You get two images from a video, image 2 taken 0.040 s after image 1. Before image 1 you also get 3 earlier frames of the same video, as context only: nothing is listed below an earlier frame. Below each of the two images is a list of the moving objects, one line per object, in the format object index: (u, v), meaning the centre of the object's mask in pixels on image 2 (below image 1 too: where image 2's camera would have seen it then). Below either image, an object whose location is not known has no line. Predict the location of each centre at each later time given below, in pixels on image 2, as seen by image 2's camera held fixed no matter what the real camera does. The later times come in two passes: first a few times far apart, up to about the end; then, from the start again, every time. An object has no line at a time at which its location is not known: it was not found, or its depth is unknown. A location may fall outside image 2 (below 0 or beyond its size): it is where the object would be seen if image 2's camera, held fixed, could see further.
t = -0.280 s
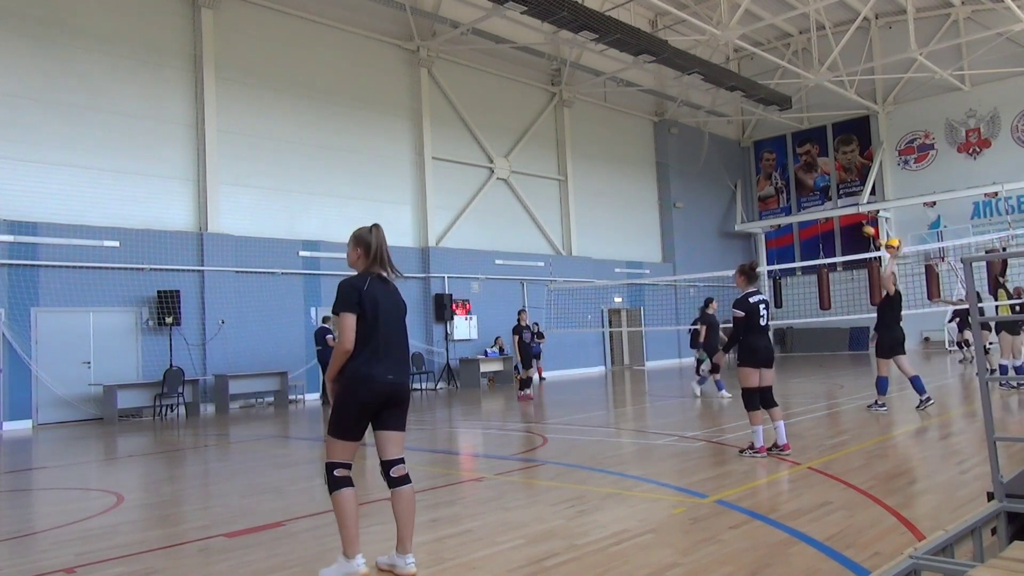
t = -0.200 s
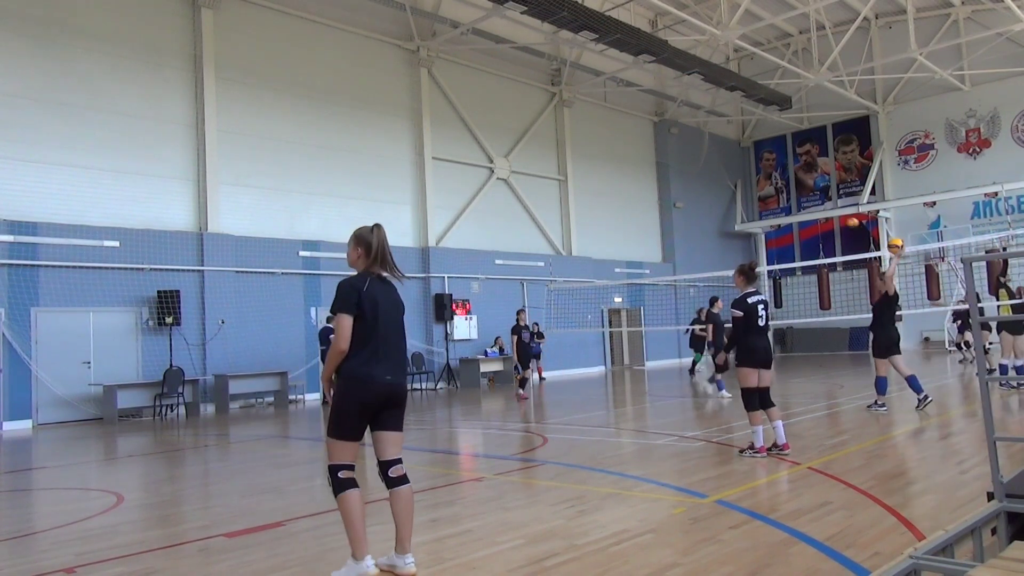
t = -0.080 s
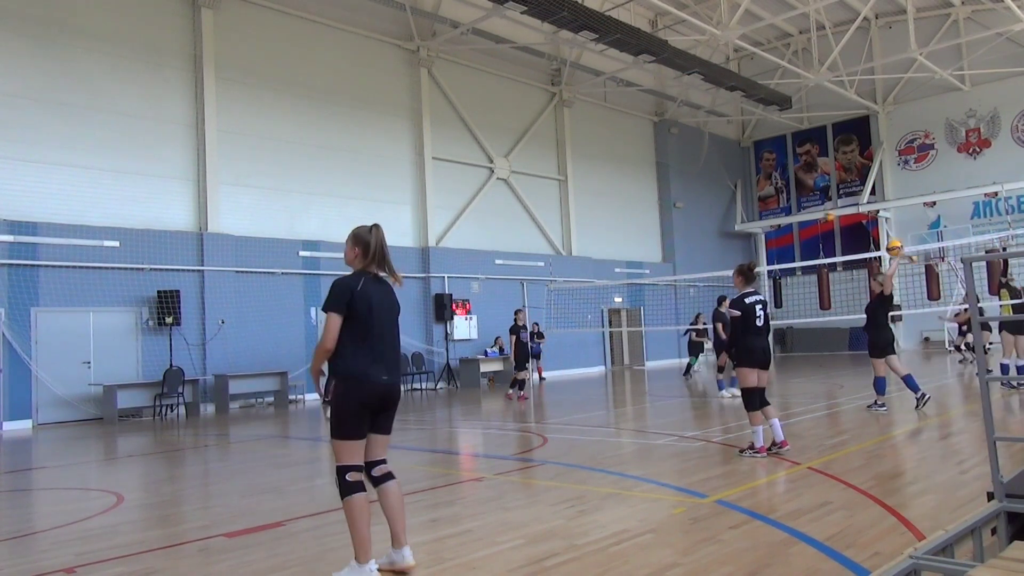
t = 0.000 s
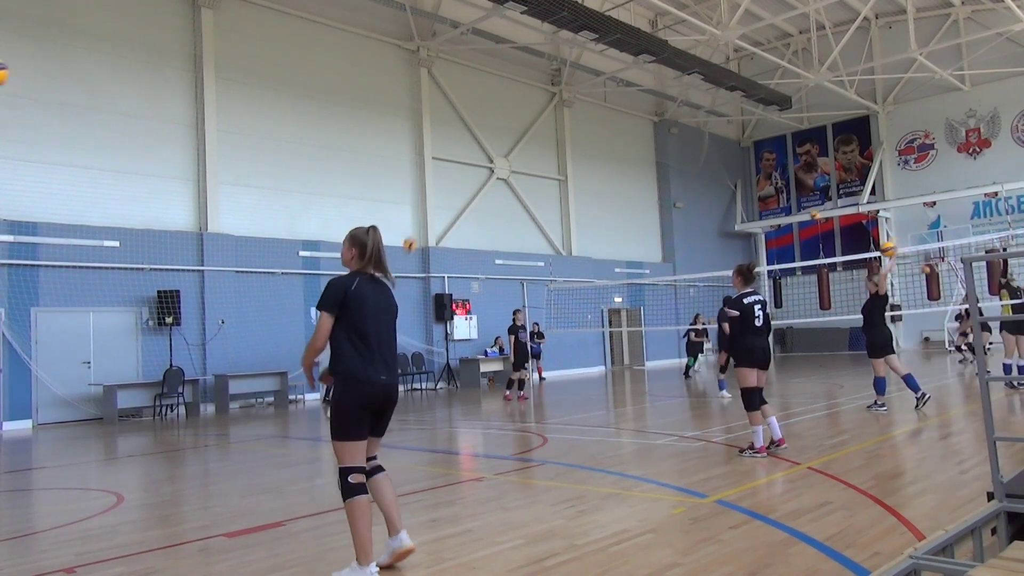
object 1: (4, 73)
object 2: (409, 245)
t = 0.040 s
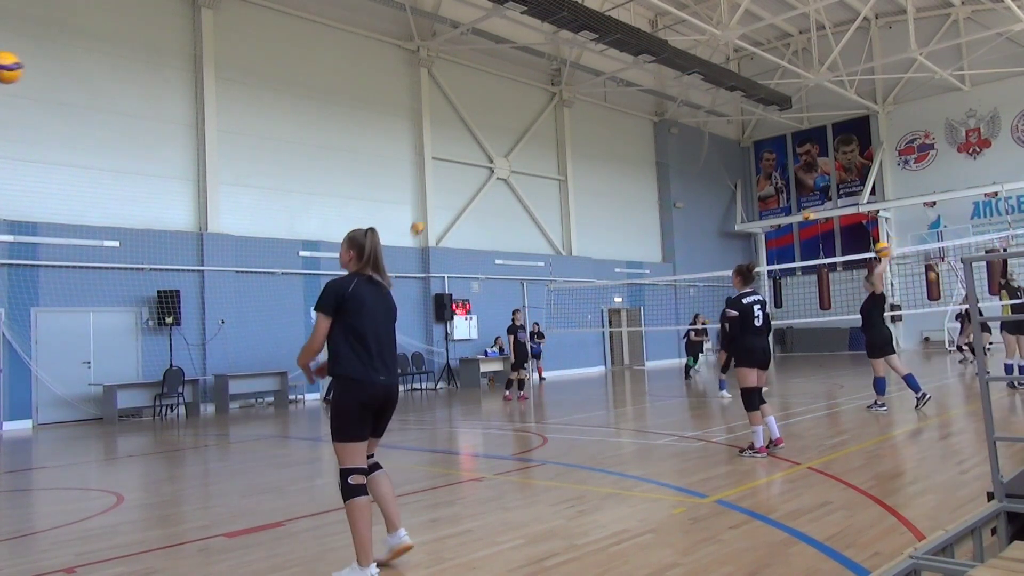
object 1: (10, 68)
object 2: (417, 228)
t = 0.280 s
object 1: (94, 95)
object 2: (462, 153)
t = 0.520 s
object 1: (190, 216)
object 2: (512, 110)
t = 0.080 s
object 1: (19, 66)
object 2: (424, 214)
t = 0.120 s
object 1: (33, 67)
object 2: (431, 199)
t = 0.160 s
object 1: (48, 70)
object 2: (438, 187)
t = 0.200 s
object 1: (63, 76)
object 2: (446, 174)
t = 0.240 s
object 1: (78, 84)
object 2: (453, 163)
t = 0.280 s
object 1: (94, 95)
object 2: (462, 153)
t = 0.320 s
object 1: (109, 107)
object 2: (470, 142)
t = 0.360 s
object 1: (125, 123)
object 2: (478, 135)
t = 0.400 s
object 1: (141, 142)
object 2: (486, 127)
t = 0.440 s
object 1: (157, 163)
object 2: (495, 120)
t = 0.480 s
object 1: (173, 188)
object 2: (503, 115)
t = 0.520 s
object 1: (190, 216)
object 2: (512, 110)
